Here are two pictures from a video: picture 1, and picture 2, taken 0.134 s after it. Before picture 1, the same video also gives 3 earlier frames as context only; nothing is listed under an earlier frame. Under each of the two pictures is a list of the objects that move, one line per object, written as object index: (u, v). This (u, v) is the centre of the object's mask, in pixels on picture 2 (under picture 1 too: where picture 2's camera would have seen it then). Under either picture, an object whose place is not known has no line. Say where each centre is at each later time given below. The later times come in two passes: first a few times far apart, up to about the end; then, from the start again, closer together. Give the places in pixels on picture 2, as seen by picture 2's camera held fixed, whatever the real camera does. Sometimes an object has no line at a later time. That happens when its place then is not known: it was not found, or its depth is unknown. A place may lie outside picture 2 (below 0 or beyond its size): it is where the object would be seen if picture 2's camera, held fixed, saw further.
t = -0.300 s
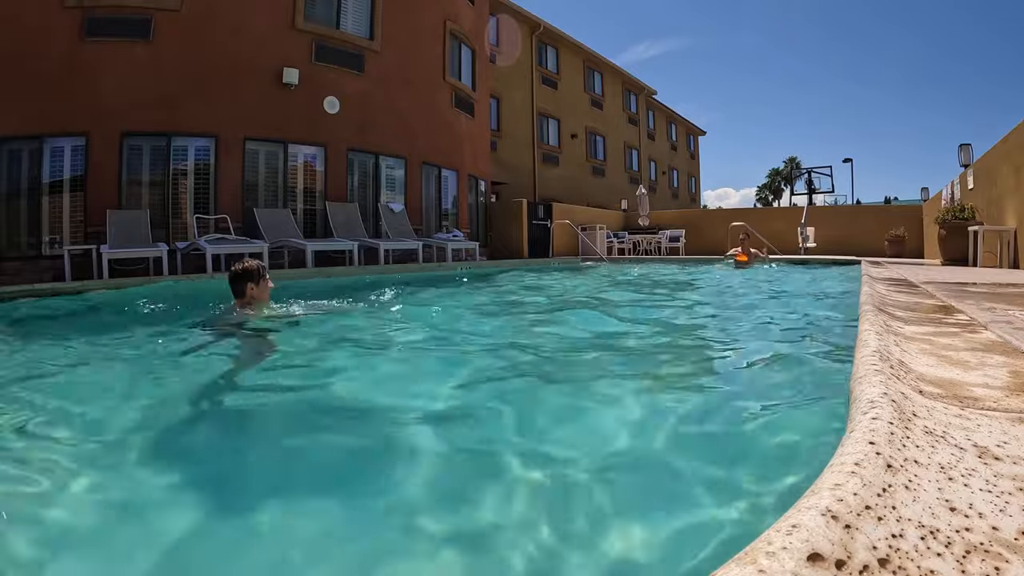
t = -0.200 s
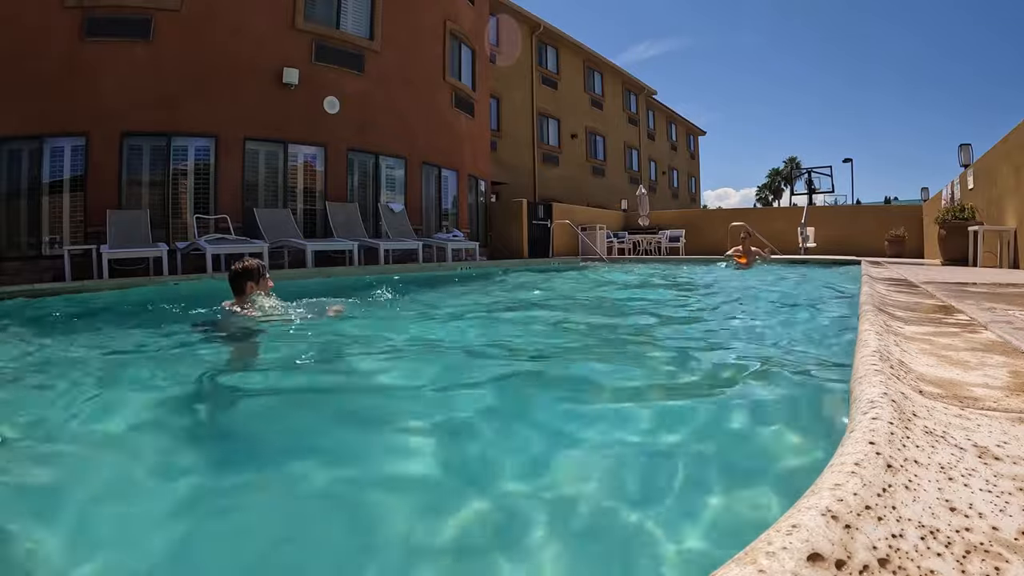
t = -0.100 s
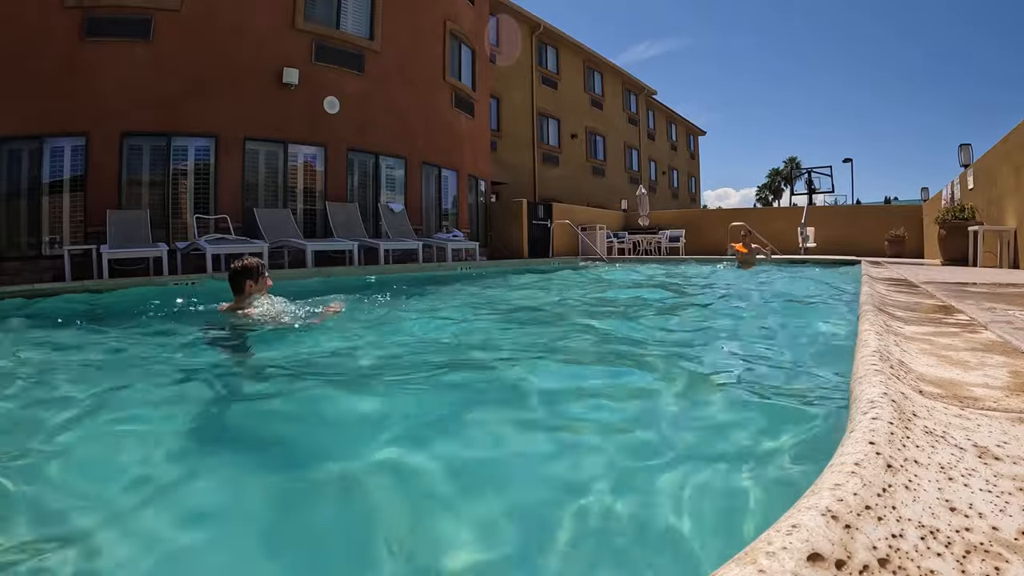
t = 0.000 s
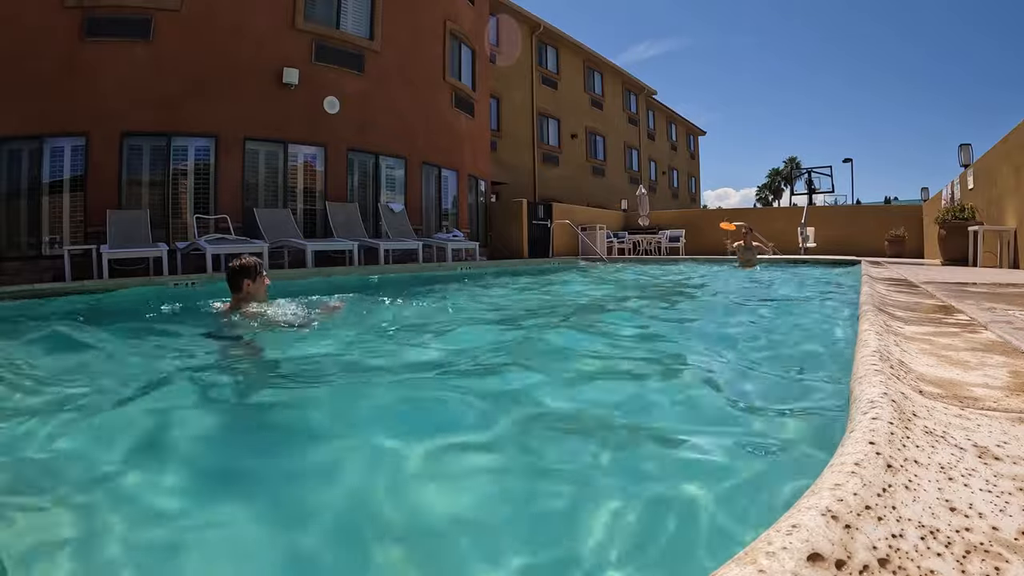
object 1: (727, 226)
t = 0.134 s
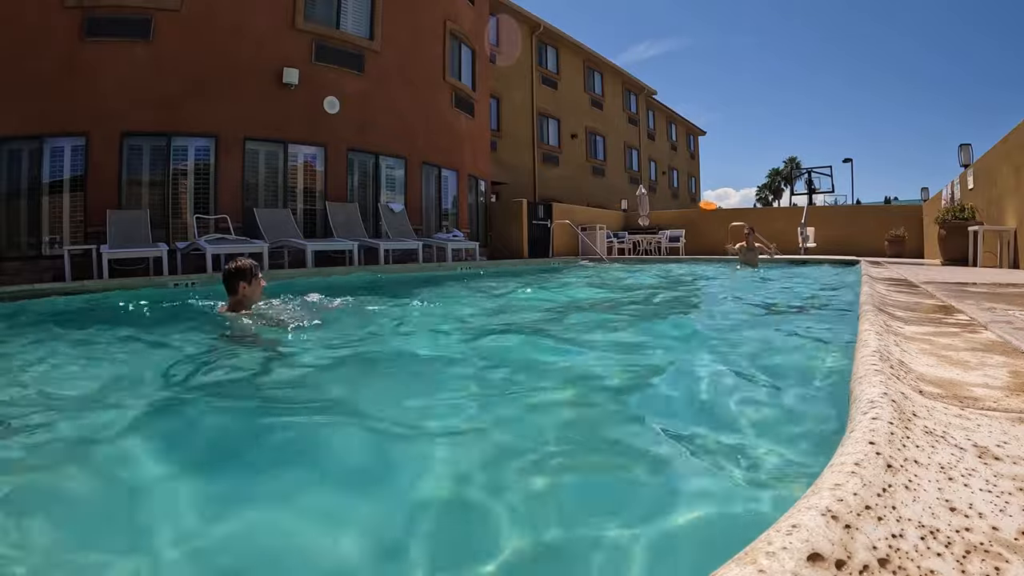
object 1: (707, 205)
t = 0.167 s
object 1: (702, 201)
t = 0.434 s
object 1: (651, 185)
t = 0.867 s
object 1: (546, 222)
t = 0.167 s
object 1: (702, 201)
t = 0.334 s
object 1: (671, 188)
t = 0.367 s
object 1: (664, 186)
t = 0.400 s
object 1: (658, 186)
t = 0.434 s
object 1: (651, 185)
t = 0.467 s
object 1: (644, 185)
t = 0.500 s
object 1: (636, 185)
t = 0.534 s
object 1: (628, 186)
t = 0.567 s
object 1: (621, 187)
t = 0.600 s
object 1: (613, 189)
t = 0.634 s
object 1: (605, 191)
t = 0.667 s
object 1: (598, 193)
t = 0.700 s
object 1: (589, 196)
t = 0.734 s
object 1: (581, 201)
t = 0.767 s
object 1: (573, 205)
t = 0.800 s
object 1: (563, 210)
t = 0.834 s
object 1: (555, 216)
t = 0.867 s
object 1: (546, 222)
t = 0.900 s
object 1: (538, 230)
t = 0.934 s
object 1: (530, 238)
